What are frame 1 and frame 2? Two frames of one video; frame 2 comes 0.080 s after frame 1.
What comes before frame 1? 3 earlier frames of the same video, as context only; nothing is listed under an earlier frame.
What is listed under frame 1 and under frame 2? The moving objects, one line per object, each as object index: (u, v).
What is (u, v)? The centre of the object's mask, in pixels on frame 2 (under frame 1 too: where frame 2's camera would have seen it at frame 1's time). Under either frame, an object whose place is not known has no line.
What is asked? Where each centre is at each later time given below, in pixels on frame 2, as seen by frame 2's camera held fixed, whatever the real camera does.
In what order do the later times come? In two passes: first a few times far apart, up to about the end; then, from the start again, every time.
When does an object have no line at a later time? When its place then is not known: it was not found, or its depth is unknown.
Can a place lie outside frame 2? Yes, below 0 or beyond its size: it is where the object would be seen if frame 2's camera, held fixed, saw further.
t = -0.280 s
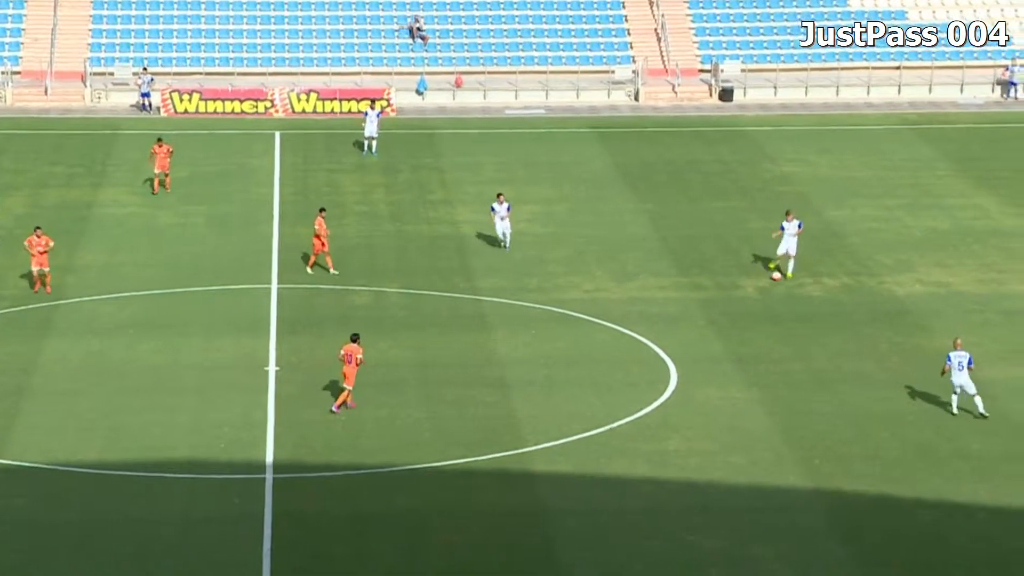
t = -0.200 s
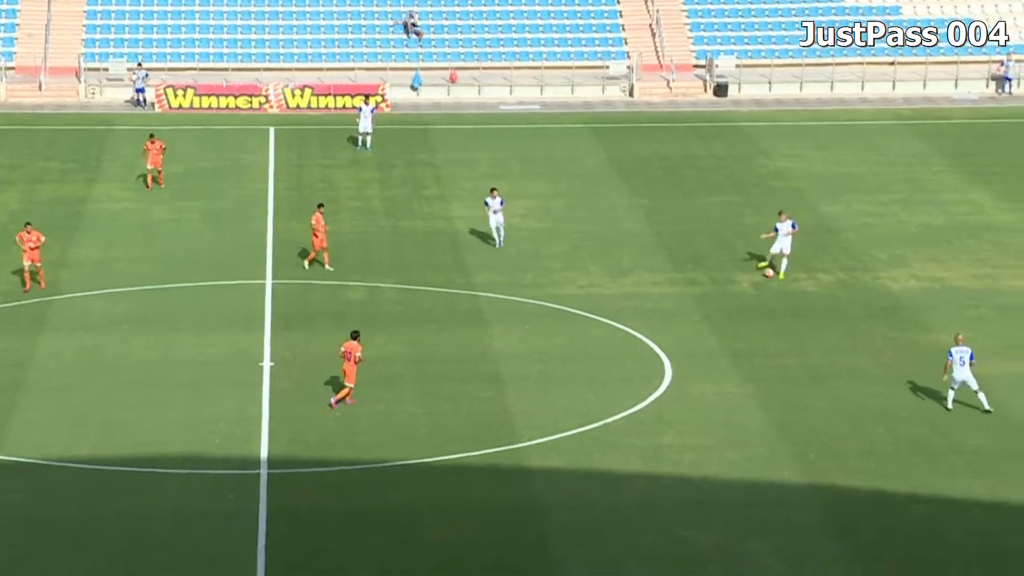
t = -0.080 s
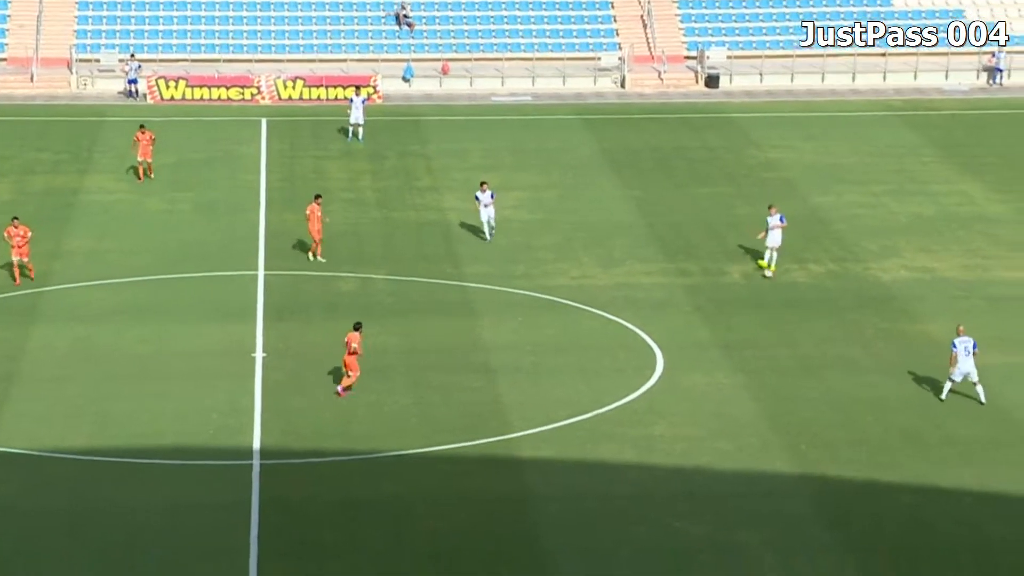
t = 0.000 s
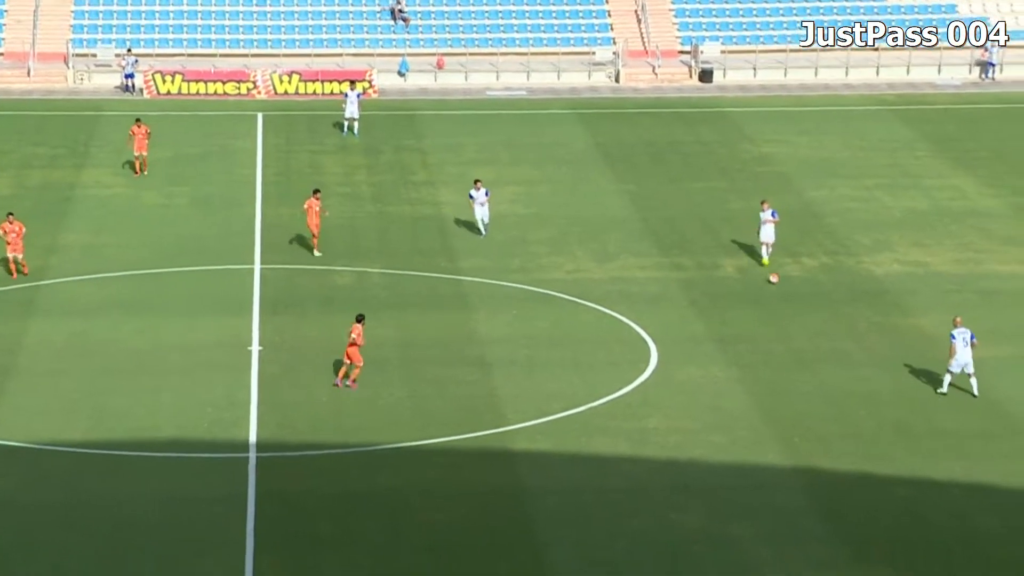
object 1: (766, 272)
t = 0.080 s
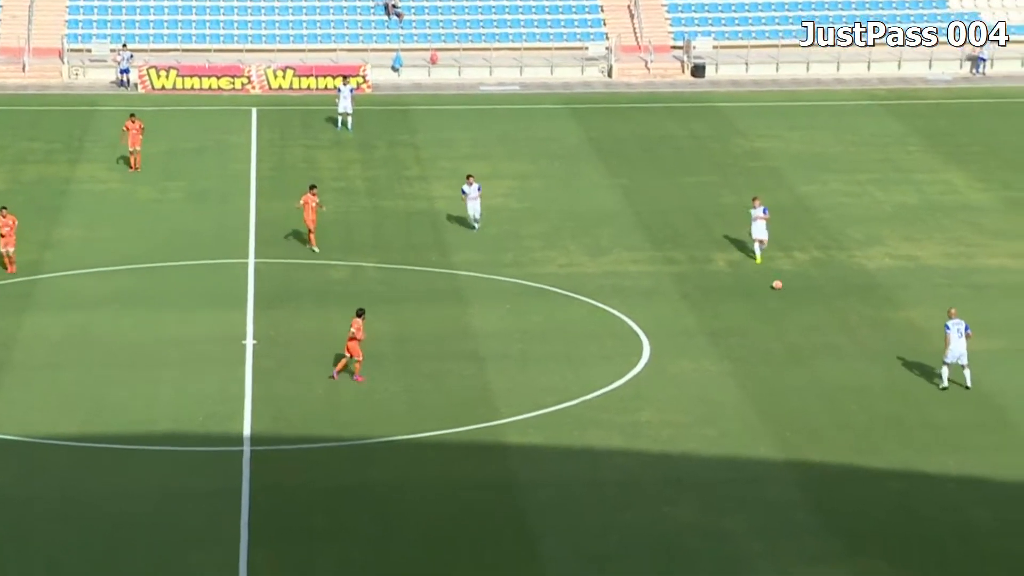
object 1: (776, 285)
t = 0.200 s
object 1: (793, 301)
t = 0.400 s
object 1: (820, 329)
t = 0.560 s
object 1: (838, 347)
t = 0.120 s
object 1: (782, 290)
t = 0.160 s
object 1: (788, 295)
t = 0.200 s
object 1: (793, 301)
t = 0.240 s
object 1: (799, 308)
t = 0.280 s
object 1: (804, 313)
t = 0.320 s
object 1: (810, 318)
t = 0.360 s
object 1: (814, 322)
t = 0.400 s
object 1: (820, 329)
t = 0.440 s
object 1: (824, 333)
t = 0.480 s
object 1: (829, 338)
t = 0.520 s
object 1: (834, 342)
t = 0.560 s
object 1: (838, 347)
